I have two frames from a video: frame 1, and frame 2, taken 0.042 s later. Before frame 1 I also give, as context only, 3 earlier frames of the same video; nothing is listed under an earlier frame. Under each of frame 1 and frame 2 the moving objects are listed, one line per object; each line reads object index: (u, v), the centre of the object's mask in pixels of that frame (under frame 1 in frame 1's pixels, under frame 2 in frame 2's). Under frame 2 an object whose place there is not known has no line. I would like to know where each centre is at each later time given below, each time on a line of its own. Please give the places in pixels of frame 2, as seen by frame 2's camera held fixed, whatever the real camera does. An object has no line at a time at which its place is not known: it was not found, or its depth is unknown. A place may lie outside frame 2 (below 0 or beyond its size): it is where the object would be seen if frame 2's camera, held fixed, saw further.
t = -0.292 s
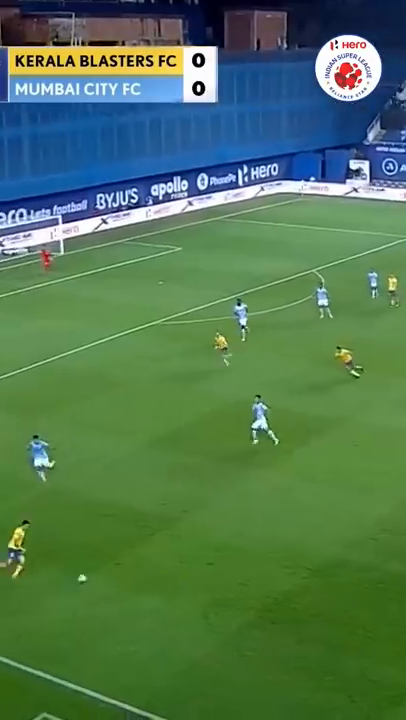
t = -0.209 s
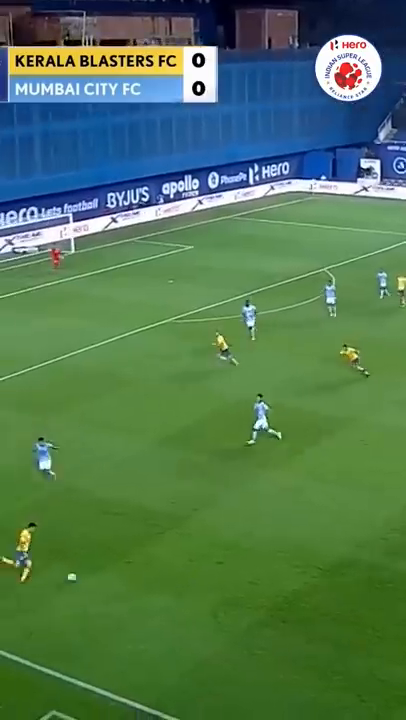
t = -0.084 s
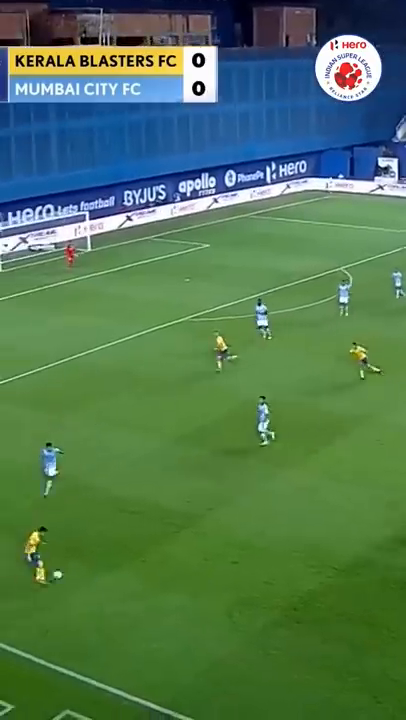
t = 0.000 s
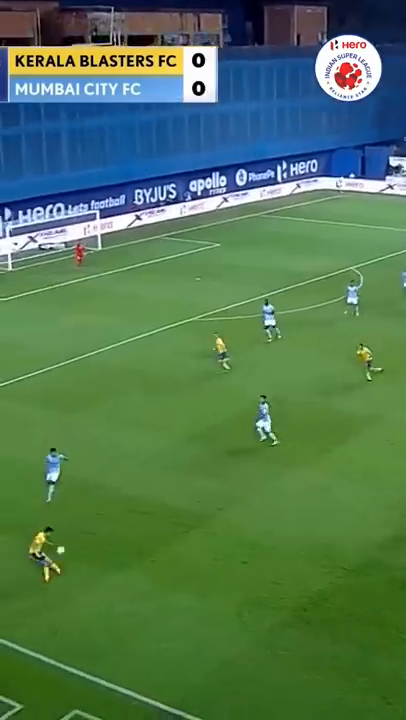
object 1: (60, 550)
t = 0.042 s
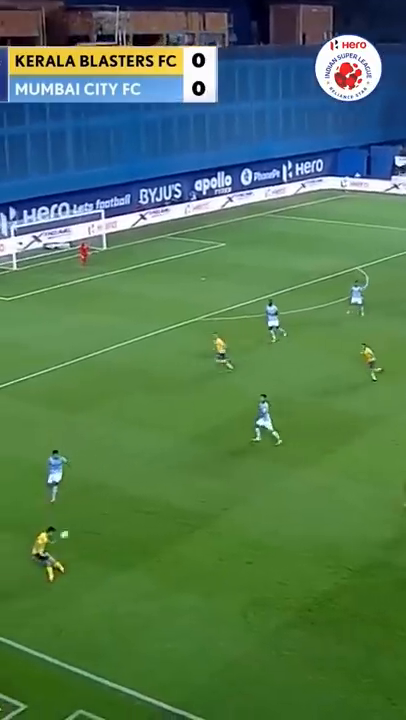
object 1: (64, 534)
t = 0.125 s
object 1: (63, 508)
